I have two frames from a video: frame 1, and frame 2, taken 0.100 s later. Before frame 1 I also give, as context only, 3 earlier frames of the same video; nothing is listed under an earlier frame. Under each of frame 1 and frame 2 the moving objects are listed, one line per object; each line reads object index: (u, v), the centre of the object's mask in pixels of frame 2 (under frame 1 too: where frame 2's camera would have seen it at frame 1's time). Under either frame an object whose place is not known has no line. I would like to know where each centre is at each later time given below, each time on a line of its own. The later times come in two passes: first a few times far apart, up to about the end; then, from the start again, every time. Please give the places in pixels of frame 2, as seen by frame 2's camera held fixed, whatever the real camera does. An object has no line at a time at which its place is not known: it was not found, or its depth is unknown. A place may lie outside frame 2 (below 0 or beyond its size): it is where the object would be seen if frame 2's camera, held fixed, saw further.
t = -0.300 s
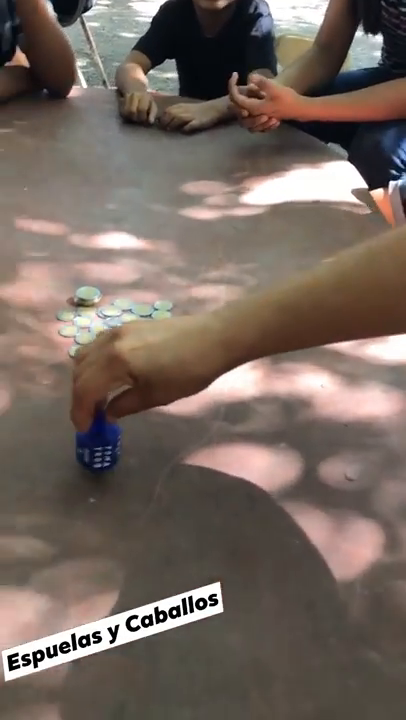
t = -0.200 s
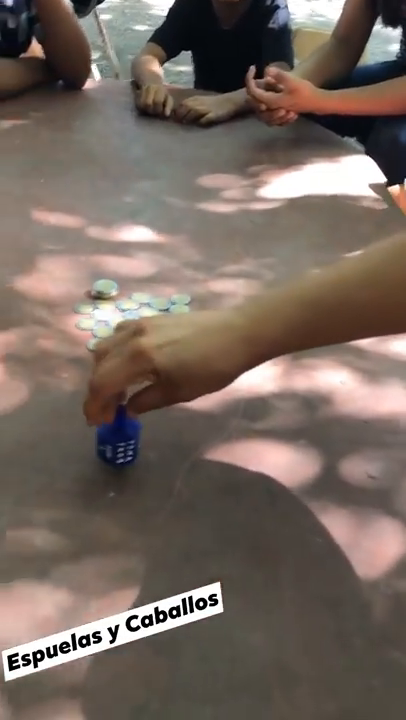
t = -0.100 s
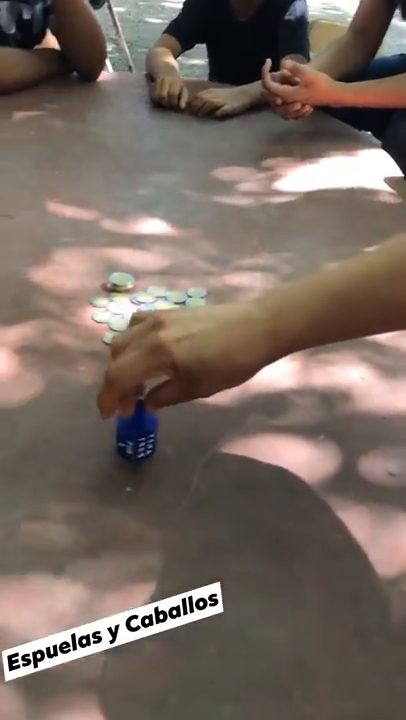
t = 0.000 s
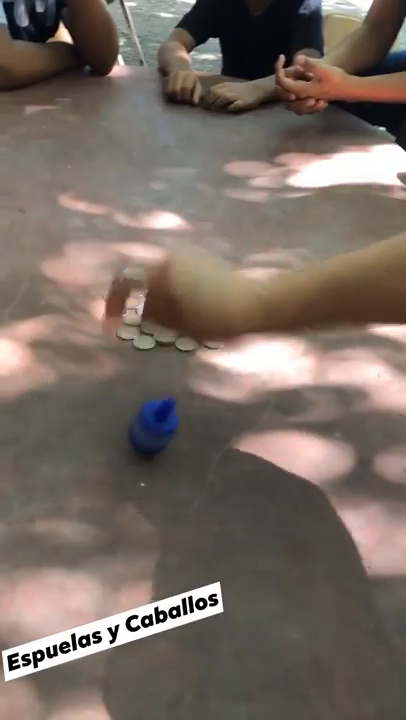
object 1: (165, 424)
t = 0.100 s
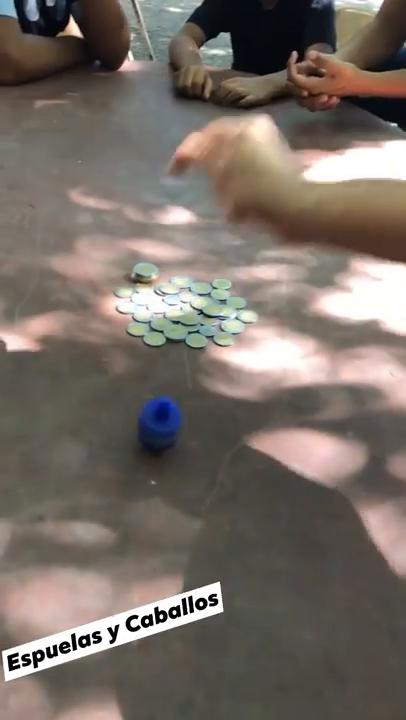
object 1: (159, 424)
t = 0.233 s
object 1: (168, 418)
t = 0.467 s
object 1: (173, 424)
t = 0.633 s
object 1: (166, 429)
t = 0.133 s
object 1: (159, 419)
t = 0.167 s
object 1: (162, 416)
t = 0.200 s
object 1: (166, 416)
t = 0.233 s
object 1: (168, 418)
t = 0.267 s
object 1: (169, 418)
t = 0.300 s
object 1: (169, 418)
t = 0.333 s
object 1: (172, 419)
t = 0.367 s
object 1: (173, 420)
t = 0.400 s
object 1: (174, 421)
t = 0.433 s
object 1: (174, 423)
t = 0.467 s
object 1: (173, 424)
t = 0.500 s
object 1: (172, 424)
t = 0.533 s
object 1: (171, 426)
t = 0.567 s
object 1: (171, 427)
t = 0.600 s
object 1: (169, 428)
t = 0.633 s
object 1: (166, 429)
